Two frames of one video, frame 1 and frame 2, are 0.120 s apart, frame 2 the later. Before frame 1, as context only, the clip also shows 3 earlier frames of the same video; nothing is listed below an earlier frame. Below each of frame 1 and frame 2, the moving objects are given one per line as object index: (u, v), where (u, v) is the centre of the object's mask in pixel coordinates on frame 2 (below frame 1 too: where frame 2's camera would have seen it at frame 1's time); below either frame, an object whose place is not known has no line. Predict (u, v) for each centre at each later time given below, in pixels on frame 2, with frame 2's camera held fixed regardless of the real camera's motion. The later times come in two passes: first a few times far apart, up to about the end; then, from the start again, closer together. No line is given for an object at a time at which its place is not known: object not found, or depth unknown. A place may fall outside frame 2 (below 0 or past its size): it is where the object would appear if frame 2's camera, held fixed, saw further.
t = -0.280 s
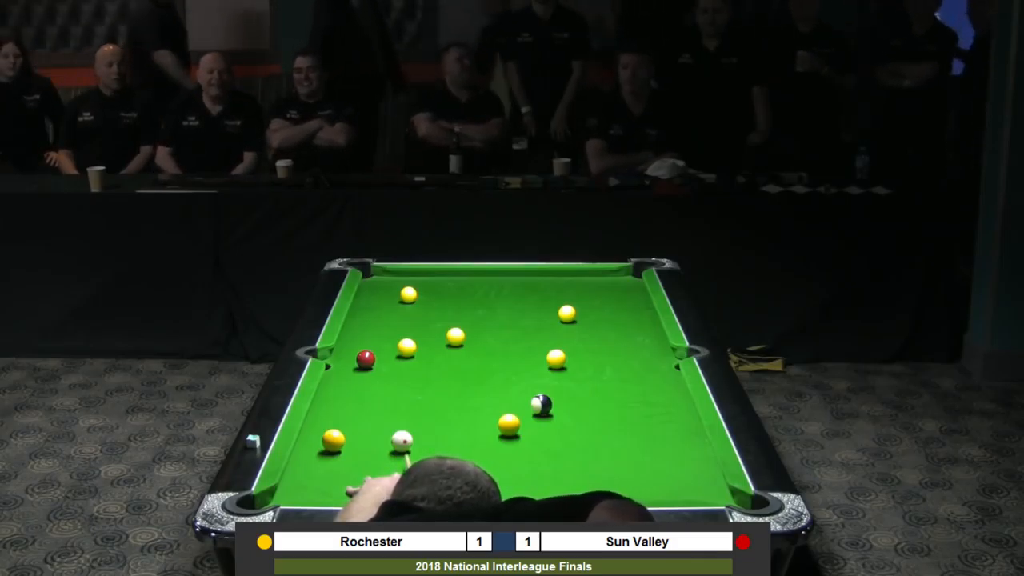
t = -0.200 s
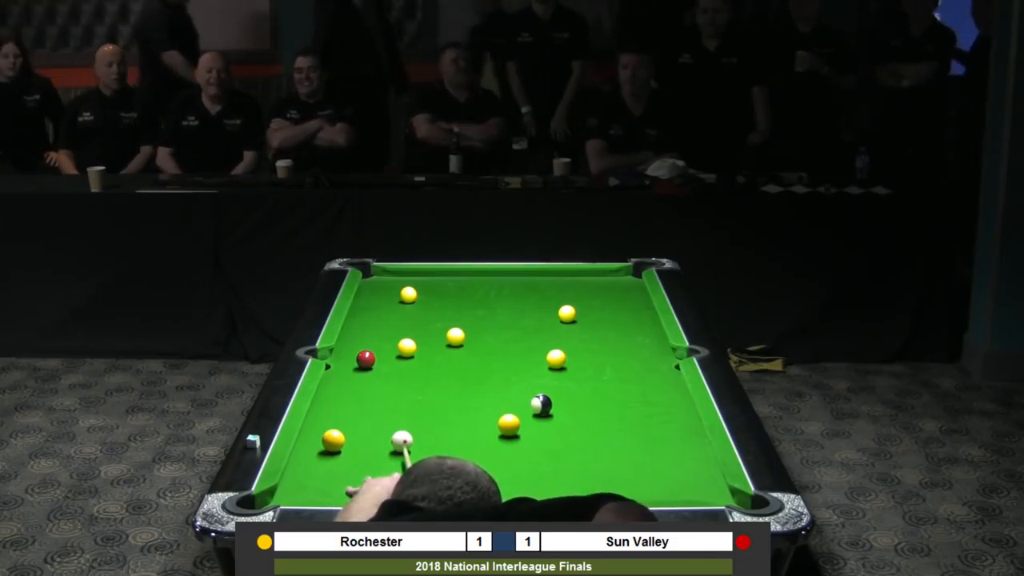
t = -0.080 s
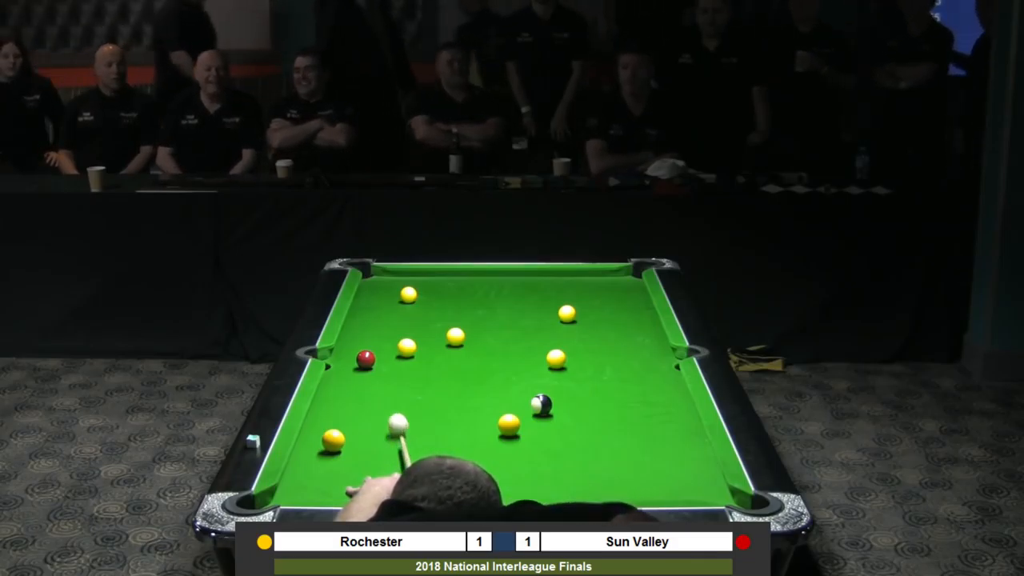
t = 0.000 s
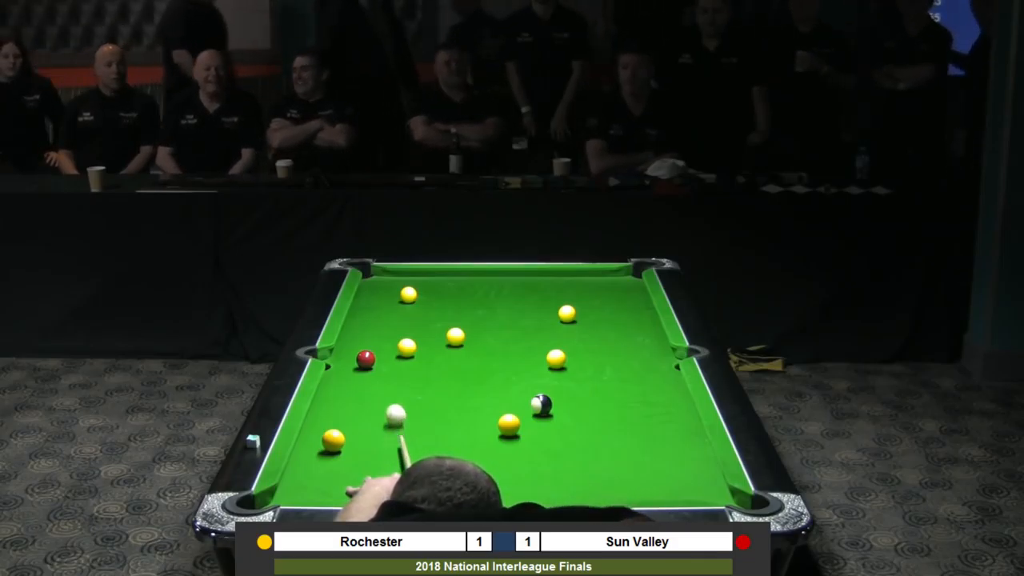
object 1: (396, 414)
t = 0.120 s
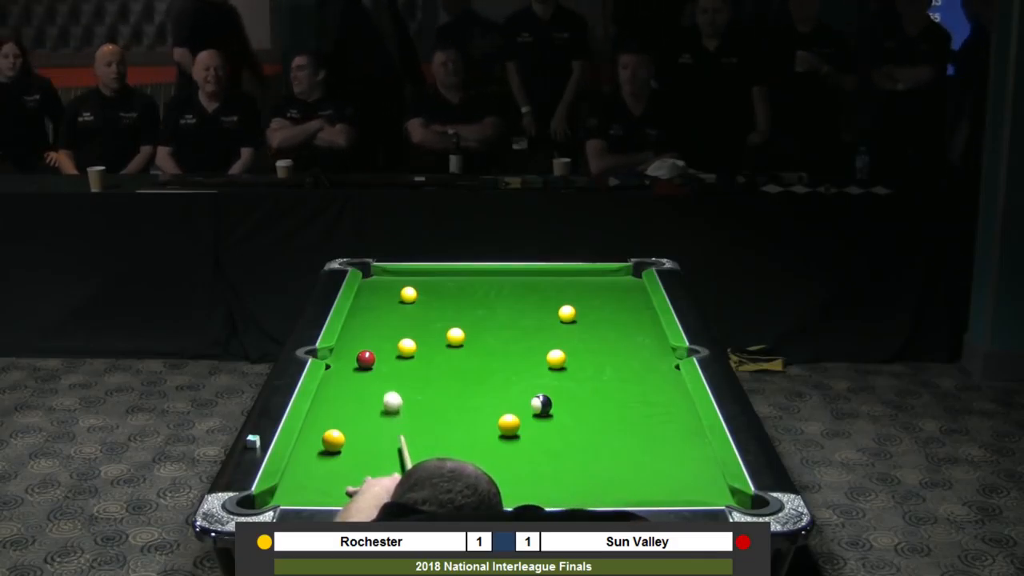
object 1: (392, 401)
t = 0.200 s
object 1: (390, 393)
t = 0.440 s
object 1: (384, 371)
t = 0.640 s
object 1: (390, 357)
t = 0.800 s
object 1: (394, 352)
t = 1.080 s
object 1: (392, 349)
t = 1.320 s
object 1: (389, 348)
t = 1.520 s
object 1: (388, 347)
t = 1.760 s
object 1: (386, 347)
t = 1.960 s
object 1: (386, 347)
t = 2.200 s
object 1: (386, 347)
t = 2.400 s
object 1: (386, 347)
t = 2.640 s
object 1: (386, 347)
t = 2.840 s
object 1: (386, 347)
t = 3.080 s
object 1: (386, 347)
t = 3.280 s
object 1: (386, 347)
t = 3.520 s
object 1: (386, 347)
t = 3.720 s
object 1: (386, 347)
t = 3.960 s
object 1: (386, 347)
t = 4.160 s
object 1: (386, 347)
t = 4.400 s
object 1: (386, 347)
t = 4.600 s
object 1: (386, 347)
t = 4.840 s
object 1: (386, 347)
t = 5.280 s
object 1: (386, 347)
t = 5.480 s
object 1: (386, 347)
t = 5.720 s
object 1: (386, 347)
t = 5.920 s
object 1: (386, 347)
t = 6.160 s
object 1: (386, 347)
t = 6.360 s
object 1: (386, 347)
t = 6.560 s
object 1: (386, 347)
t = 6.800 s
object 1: (386, 347)
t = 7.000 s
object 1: (386, 347)
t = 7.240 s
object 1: (386, 347)
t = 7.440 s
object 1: (386, 347)
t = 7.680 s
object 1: (386, 347)
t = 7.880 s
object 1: (386, 347)
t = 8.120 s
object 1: (386, 347)
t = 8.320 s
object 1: (386, 347)
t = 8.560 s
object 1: (386, 347)
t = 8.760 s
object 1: (386, 347)
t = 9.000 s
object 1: (386, 347)
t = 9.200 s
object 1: (386, 347)
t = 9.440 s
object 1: (386, 347)
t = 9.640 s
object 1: (386, 347)
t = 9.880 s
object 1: (386, 347)
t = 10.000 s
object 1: (386, 347)
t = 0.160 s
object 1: (391, 397)
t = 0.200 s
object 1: (390, 393)
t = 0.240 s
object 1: (389, 389)
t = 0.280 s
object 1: (388, 385)
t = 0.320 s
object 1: (387, 382)
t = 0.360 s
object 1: (386, 378)
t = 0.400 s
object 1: (385, 374)
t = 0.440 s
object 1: (384, 371)
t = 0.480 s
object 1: (383, 368)
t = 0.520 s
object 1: (382, 364)
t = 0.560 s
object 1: (383, 361)
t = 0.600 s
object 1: (387, 359)
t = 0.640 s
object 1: (390, 357)
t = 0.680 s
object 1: (393, 355)
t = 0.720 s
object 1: (395, 353)
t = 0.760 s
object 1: (395, 352)
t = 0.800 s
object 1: (394, 352)
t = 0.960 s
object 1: (393, 350)
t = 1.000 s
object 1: (392, 350)
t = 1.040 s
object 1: (392, 350)
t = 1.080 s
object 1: (392, 349)
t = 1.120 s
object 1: (391, 349)
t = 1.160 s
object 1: (391, 348)
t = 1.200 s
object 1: (390, 348)
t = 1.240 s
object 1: (390, 348)
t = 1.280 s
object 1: (390, 348)
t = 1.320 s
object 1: (389, 348)
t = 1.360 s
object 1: (389, 348)
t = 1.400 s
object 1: (389, 347)
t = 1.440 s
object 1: (388, 347)
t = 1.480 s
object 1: (388, 347)
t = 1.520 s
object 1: (388, 347)
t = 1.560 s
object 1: (387, 347)
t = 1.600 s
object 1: (387, 347)
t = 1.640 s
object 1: (387, 347)
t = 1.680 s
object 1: (387, 347)
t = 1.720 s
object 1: (387, 347)
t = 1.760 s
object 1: (386, 347)
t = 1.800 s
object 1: (386, 347)
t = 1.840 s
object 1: (386, 347)
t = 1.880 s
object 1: (386, 347)
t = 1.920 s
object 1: (386, 347)
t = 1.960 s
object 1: (386, 347)
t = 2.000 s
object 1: (386, 347)
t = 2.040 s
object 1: (386, 347)
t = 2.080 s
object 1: (386, 347)
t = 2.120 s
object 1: (386, 347)
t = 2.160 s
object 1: (386, 347)
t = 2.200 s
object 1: (386, 347)
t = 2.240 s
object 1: (386, 347)
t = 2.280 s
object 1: (386, 347)
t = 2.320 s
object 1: (386, 347)
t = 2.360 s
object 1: (386, 347)
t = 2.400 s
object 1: (386, 347)
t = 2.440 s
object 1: (386, 347)
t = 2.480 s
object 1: (386, 347)
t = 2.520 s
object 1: (386, 347)
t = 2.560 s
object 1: (386, 347)
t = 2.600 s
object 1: (386, 347)
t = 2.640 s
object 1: (386, 347)
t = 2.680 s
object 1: (386, 347)
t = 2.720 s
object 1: (386, 347)
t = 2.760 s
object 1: (386, 347)
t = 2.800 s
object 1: (386, 347)
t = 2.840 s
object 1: (386, 347)
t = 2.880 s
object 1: (386, 347)
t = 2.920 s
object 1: (386, 347)
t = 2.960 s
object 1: (386, 347)
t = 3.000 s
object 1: (386, 347)
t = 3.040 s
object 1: (386, 347)
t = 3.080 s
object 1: (386, 347)
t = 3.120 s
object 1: (386, 347)
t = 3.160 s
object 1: (386, 347)
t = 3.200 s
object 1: (386, 347)
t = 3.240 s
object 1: (386, 347)
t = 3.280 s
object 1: (386, 347)
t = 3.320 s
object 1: (386, 347)
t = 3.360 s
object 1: (386, 347)
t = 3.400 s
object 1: (386, 347)
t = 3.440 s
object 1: (386, 347)
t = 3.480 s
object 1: (386, 347)
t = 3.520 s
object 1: (386, 347)
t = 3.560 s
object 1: (386, 347)
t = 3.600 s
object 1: (386, 347)
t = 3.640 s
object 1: (386, 347)
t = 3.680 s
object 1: (386, 347)
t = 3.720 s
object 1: (386, 347)
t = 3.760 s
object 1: (386, 347)
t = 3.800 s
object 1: (386, 347)
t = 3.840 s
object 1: (386, 347)
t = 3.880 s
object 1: (386, 347)
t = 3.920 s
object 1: (386, 347)
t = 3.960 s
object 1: (386, 347)
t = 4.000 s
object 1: (386, 347)
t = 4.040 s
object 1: (386, 347)
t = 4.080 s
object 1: (386, 347)
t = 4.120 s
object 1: (386, 347)
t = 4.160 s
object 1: (386, 347)
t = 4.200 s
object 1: (386, 347)
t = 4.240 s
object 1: (386, 347)
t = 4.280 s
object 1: (386, 347)
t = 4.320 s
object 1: (386, 347)
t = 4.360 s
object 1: (386, 347)
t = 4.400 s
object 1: (386, 347)
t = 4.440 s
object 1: (386, 347)
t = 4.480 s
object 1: (386, 347)
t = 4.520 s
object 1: (386, 347)
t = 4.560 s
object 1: (386, 347)
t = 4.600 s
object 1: (386, 347)
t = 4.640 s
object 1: (386, 347)
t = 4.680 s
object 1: (386, 347)
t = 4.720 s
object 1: (386, 347)
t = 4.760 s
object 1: (386, 347)
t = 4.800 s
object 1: (386, 347)
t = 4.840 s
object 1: (386, 347)
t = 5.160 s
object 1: (387, 347)
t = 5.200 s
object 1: (386, 347)
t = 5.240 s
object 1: (386, 347)
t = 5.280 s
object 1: (386, 347)
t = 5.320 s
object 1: (386, 347)
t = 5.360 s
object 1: (386, 347)
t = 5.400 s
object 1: (386, 347)
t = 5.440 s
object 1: (386, 347)
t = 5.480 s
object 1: (386, 347)
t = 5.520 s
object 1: (386, 347)
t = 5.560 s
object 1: (386, 347)
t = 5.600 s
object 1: (386, 347)
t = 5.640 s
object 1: (386, 347)
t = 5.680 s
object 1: (386, 347)
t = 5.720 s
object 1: (386, 347)
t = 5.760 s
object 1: (386, 347)
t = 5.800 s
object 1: (386, 347)
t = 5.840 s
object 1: (386, 347)
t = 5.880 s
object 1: (386, 347)
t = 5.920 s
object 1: (386, 347)
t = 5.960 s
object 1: (386, 347)
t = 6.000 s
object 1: (386, 347)
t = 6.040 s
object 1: (386, 347)
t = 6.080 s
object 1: (386, 347)
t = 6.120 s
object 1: (386, 347)
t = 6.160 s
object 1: (386, 347)
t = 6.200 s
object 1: (386, 347)
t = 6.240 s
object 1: (386, 347)
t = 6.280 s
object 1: (386, 347)
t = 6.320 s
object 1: (386, 347)
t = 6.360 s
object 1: (386, 347)
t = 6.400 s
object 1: (386, 347)
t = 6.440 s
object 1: (386, 347)
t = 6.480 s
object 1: (386, 347)
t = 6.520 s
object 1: (386, 347)
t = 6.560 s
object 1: (386, 347)
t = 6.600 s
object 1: (386, 347)
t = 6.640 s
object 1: (386, 347)
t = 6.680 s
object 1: (386, 347)
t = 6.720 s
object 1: (386, 347)
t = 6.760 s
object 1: (386, 347)
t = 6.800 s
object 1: (386, 347)
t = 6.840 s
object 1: (386, 347)
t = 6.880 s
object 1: (386, 347)
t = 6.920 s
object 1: (386, 347)
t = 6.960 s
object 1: (386, 347)
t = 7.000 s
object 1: (386, 347)
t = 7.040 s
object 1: (386, 347)
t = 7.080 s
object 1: (386, 347)
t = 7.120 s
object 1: (386, 347)
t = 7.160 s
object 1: (386, 347)
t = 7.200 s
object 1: (386, 347)
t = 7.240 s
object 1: (386, 347)
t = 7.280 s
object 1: (386, 347)
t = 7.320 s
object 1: (386, 347)
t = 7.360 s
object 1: (386, 347)
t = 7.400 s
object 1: (386, 347)
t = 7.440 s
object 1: (386, 347)
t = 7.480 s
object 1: (386, 347)
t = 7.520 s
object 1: (386, 347)
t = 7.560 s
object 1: (386, 347)
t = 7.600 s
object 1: (386, 347)
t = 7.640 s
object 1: (386, 347)
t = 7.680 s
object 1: (386, 347)
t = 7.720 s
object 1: (386, 347)
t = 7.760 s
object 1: (386, 347)
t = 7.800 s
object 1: (386, 347)
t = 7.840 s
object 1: (386, 347)
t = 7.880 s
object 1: (386, 347)
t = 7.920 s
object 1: (386, 347)
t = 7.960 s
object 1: (386, 347)
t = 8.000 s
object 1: (386, 347)
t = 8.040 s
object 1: (386, 347)
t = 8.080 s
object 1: (386, 347)
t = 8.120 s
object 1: (386, 347)
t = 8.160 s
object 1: (386, 347)
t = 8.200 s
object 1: (386, 347)
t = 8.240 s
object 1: (386, 347)
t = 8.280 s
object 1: (386, 347)
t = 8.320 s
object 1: (386, 347)
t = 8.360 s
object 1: (386, 347)
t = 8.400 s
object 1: (386, 347)
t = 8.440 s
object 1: (386, 347)
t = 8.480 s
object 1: (386, 347)
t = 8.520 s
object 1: (386, 347)
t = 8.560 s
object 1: (386, 347)
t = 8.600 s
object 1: (386, 347)
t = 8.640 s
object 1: (386, 347)
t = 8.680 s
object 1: (386, 347)
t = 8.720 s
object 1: (386, 347)
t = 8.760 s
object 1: (386, 347)
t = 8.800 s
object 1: (386, 347)
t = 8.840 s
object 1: (386, 347)
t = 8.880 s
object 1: (386, 347)
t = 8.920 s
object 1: (386, 347)
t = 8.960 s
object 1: (386, 347)
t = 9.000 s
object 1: (386, 347)
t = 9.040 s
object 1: (386, 347)
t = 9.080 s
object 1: (386, 347)
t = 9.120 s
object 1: (386, 347)
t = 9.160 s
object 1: (386, 347)
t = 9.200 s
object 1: (386, 347)
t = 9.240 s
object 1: (386, 347)
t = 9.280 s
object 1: (386, 347)
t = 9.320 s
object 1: (386, 347)
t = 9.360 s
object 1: (386, 347)
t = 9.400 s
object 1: (386, 347)
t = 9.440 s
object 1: (386, 347)
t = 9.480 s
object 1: (386, 347)
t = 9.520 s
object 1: (386, 347)
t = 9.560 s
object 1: (386, 347)
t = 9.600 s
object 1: (386, 347)
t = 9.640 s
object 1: (386, 347)
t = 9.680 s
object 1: (386, 347)
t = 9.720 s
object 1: (386, 347)
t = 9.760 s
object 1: (386, 347)
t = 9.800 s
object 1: (386, 347)
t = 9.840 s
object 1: (386, 347)
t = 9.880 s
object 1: (386, 347)
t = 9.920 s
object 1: (386, 347)
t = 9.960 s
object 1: (386, 347)
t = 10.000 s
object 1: (386, 347)
